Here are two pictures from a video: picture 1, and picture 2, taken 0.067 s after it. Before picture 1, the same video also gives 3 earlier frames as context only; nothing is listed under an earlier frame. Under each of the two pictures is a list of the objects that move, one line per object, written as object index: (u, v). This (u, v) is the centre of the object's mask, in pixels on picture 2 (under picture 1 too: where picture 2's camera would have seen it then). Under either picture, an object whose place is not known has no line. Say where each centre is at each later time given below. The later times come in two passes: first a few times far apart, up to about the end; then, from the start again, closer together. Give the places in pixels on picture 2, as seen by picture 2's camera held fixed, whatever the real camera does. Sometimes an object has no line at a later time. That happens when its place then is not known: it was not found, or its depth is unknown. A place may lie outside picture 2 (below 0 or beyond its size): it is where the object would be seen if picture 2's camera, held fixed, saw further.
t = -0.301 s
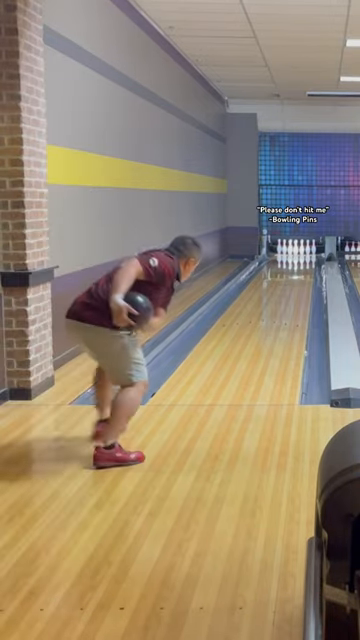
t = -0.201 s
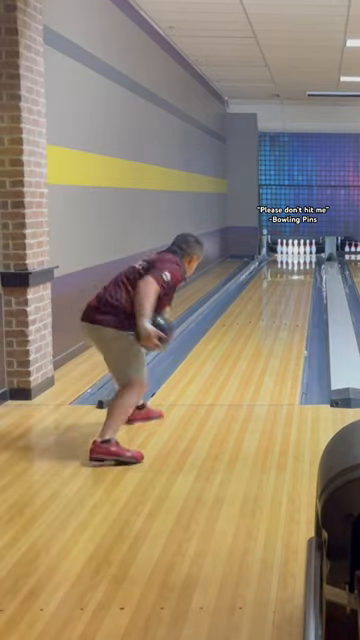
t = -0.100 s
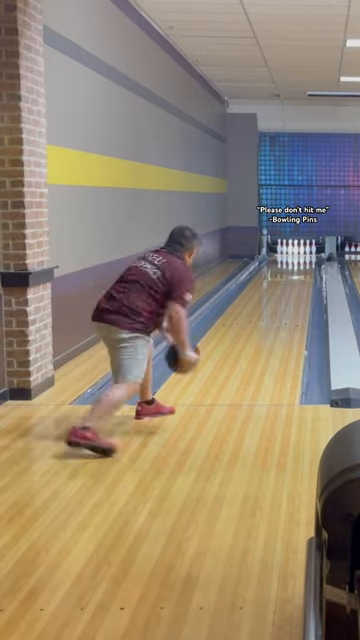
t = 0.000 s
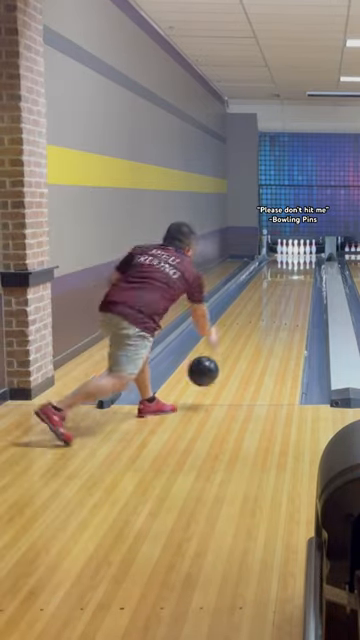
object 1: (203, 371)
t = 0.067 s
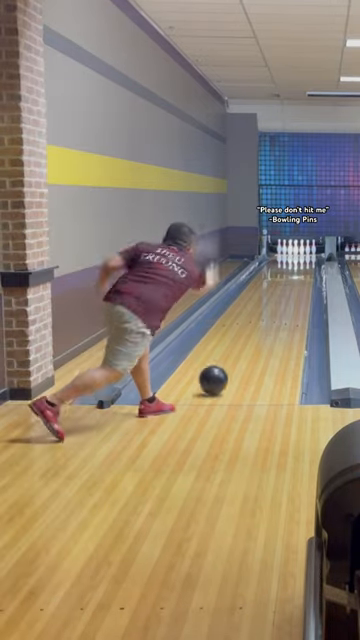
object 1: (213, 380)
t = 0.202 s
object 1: (229, 360)
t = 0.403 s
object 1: (249, 337)
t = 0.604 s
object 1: (263, 320)
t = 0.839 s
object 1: (275, 304)
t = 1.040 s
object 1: (283, 294)
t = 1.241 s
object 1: (289, 286)
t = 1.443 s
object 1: (294, 279)
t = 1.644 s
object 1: (298, 274)
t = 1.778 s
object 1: (300, 270)
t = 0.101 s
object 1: (217, 374)
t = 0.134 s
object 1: (222, 369)
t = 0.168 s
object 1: (226, 365)
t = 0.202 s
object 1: (229, 360)
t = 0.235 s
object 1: (233, 356)
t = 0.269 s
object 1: (237, 351)
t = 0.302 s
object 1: (240, 348)
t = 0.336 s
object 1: (243, 344)
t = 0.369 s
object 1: (246, 340)
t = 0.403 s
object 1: (249, 337)
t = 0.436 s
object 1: (251, 334)
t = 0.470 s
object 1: (254, 331)
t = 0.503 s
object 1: (256, 328)
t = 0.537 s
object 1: (258, 325)
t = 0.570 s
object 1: (261, 322)
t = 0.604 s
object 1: (263, 320)
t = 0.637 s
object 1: (265, 317)
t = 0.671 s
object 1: (267, 315)
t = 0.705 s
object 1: (268, 313)
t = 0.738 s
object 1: (270, 310)
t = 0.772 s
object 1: (272, 308)
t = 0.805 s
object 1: (273, 306)
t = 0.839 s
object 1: (275, 304)
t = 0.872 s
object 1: (276, 303)
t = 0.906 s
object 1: (278, 301)
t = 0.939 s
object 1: (279, 299)
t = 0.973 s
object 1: (280, 297)
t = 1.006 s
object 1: (282, 296)
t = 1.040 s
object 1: (283, 294)
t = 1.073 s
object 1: (284, 293)
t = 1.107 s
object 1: (285, 292)
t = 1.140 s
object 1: (286, 290)
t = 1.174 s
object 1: (287, 289)
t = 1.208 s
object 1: (288, 288)
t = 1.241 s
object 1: (289, 286)
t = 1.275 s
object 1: (290, 285)
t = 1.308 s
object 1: (291, 284)
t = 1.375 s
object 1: (293, 281)
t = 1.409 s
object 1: (293, 280)
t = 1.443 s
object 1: (294, 279)
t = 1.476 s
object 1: (295, 278)
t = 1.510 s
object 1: (296, 277)
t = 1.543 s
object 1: (296, 276)
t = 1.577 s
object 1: (297, 276)
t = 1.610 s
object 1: (298, 274)
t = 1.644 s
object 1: (298, 274)
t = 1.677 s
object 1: (299, 273)
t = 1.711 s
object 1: (299, 272)
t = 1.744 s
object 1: (299, 271)
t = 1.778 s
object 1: (300, 270)
